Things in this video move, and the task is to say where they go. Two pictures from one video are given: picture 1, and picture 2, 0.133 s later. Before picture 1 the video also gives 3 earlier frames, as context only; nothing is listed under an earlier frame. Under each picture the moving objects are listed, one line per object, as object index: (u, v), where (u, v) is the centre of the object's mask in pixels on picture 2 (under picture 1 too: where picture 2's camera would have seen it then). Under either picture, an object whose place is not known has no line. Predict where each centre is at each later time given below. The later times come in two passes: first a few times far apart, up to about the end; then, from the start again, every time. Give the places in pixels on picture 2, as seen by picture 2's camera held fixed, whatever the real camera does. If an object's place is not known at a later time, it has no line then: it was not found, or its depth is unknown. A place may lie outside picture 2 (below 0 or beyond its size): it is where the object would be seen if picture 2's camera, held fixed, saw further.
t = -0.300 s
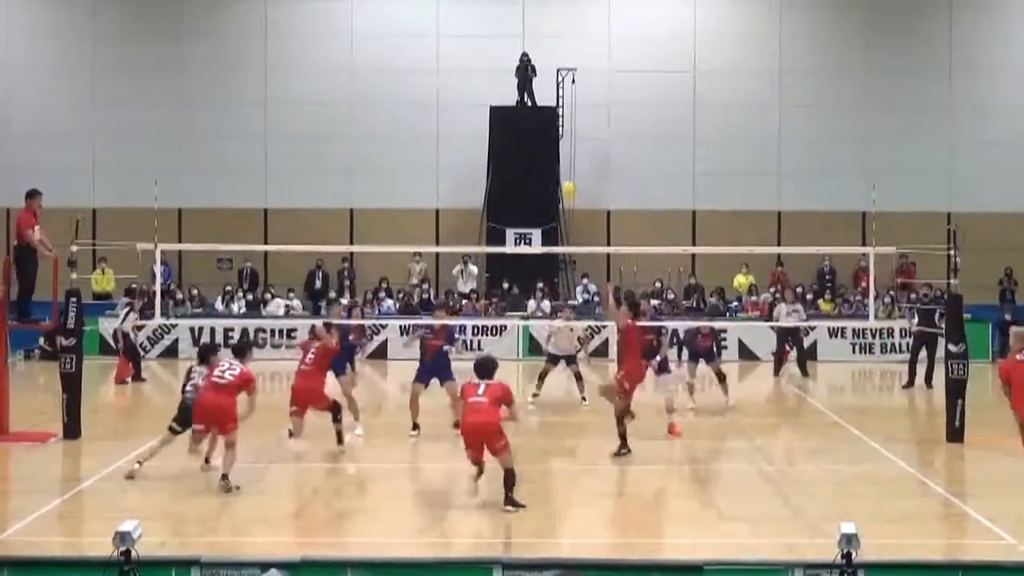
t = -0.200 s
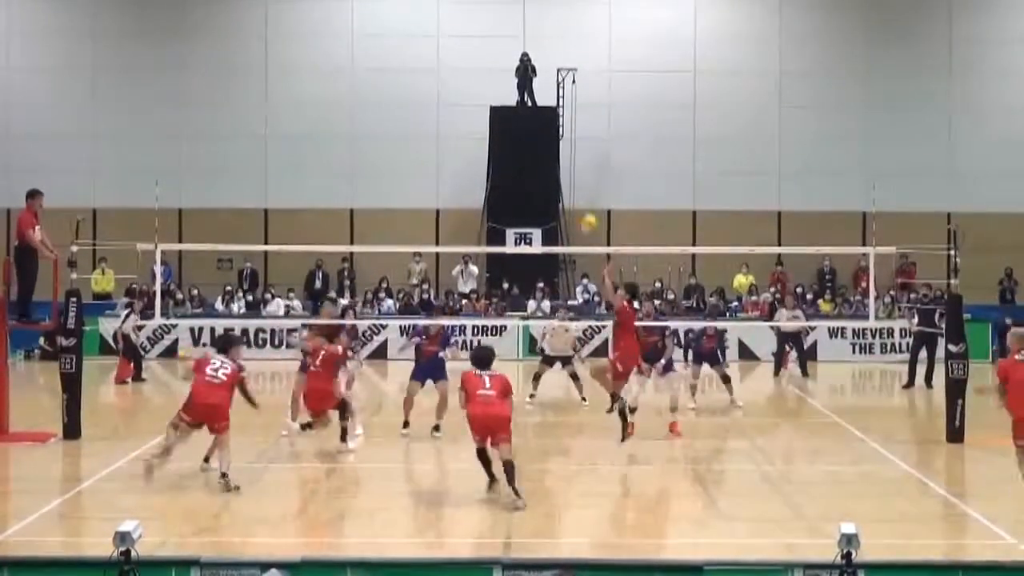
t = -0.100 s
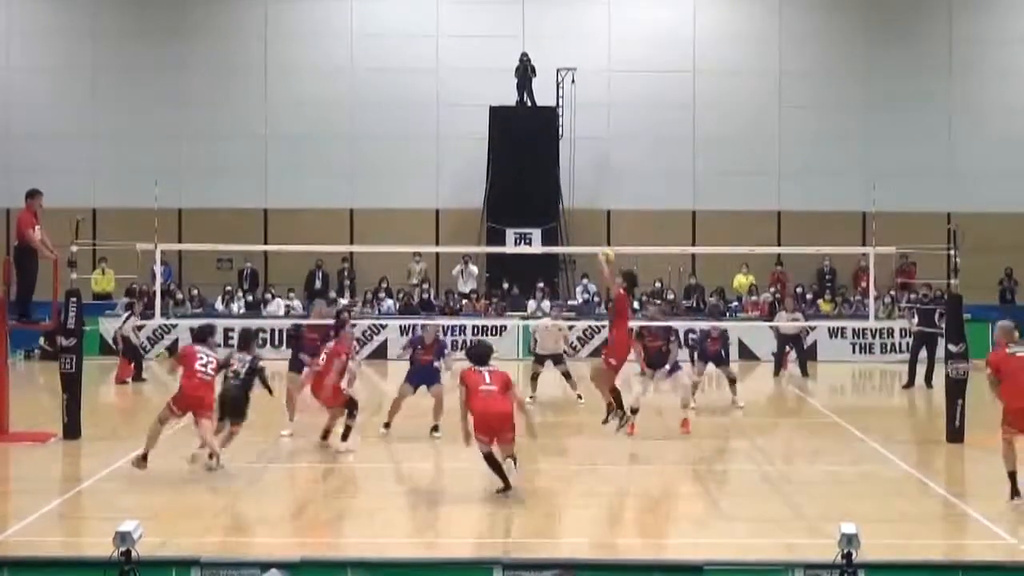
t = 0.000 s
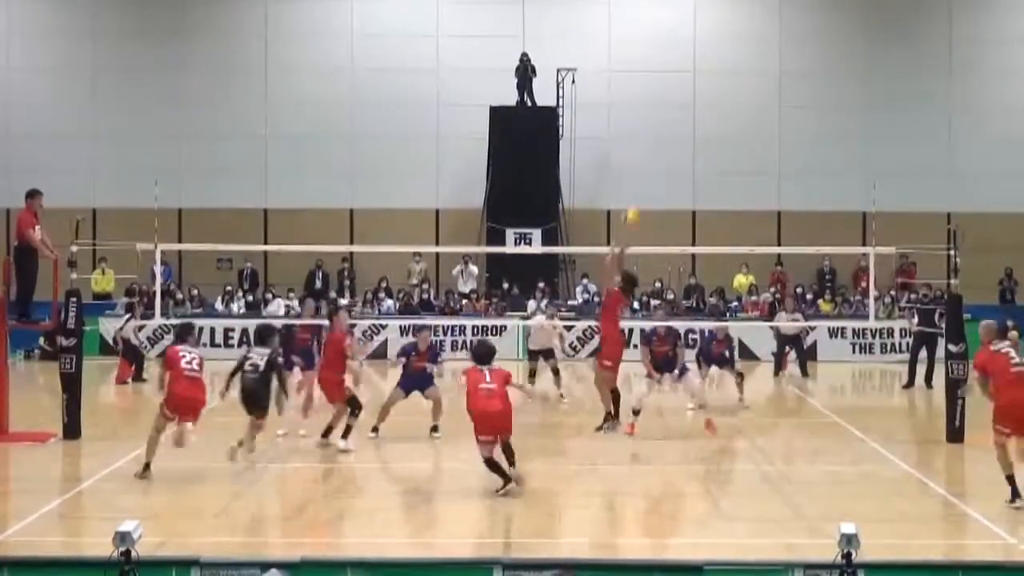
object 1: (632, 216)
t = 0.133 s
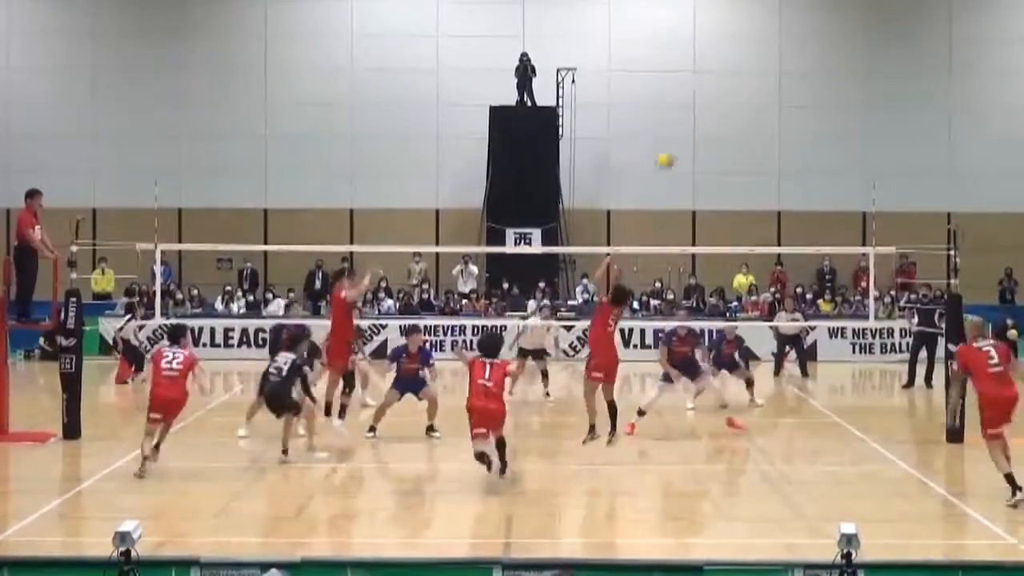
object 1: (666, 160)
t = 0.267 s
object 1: (699, 122)
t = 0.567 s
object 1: (775, 88)
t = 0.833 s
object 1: (841, 124)
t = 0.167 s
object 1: (673, 148)
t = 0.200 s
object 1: (683, 140)
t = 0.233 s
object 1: (690, 131)
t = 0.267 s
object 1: (699, 122)
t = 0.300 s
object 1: (710, 113)
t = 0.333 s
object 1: (718, 108)
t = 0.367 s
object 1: (726, 101)
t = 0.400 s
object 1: (735, 98)
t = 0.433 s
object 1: (743, 93)
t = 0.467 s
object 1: (751, 92)
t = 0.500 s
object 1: (760, 89)
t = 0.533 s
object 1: (767, 88)
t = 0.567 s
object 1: (775, 88)
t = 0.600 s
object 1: (783, 88)
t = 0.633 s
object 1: (790, 92)
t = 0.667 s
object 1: (799, 94)
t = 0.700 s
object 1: (810, 98)
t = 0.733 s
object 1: (818, 103)
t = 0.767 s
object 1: (826, 109)
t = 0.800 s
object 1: (834, 115)
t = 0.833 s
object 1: (841, 124)
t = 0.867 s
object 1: (848, 131)
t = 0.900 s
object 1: (855, 140)
